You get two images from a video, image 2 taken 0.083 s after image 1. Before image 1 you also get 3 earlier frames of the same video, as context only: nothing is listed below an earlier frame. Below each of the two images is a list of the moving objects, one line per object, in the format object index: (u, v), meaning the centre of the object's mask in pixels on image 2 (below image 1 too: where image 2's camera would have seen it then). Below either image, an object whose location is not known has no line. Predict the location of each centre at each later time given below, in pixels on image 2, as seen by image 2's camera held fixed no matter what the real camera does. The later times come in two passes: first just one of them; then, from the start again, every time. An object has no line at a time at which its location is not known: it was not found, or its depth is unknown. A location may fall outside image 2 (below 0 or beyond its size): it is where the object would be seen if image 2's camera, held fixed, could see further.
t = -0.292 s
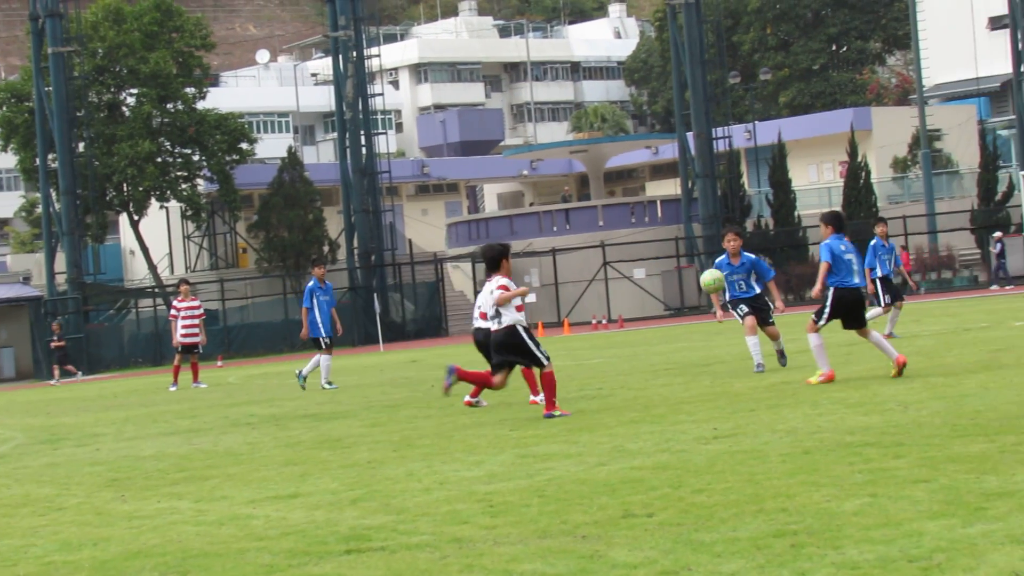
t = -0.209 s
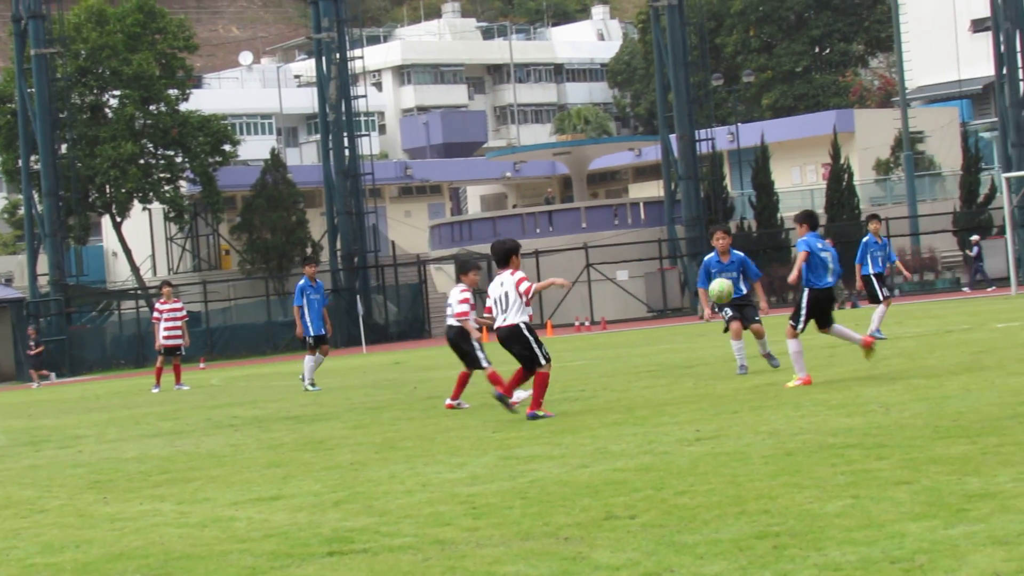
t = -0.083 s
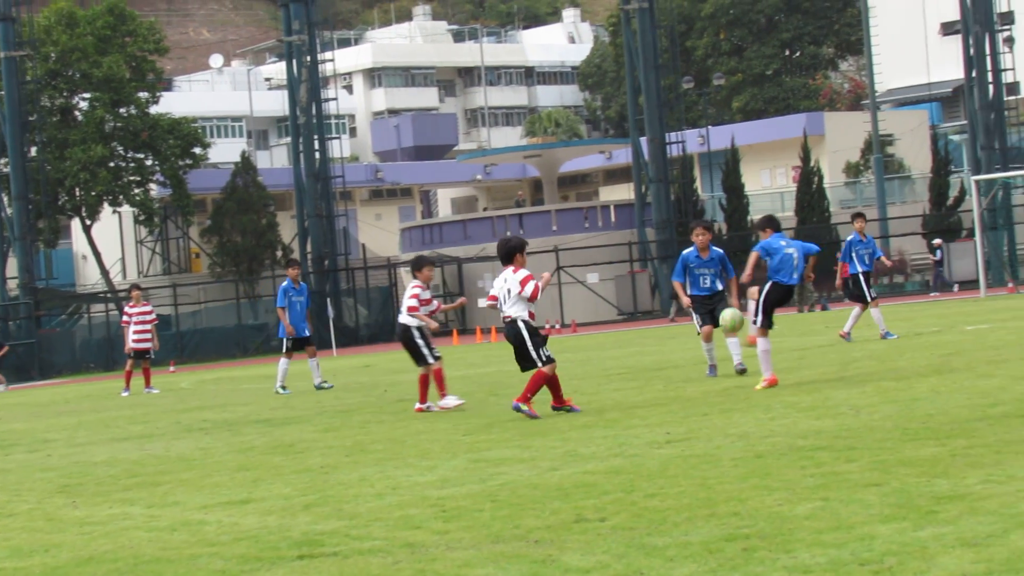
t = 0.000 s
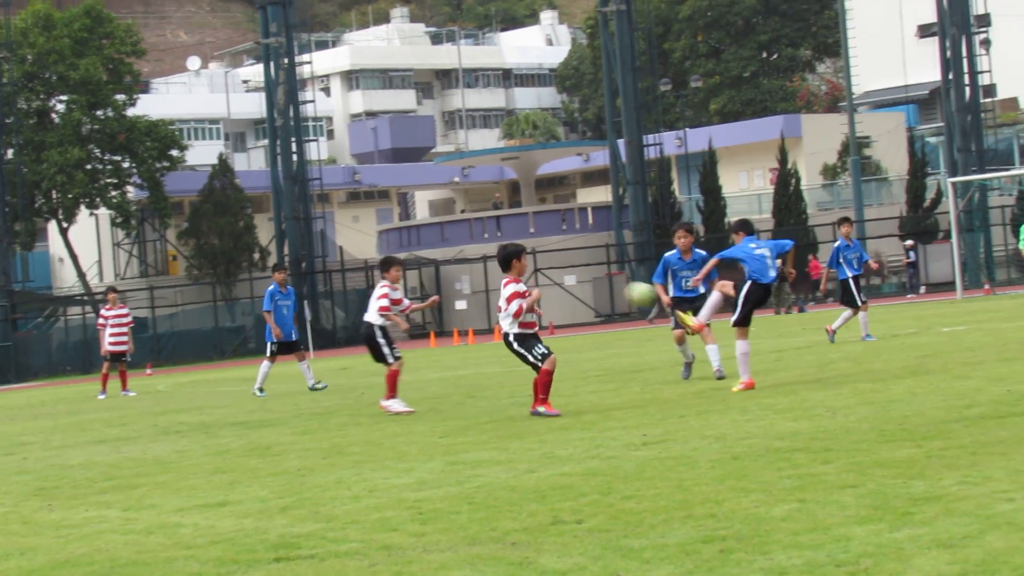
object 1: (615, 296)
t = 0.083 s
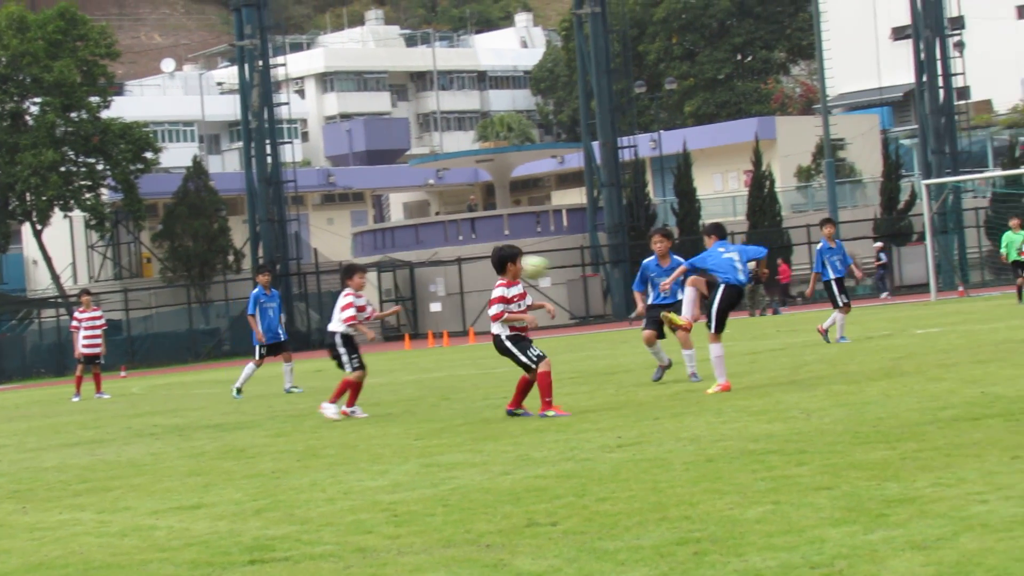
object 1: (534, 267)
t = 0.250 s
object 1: (374, 233)
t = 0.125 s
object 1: (490, 256)
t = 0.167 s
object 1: (452, 246)
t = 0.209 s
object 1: (413, 239)
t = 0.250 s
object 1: (374, 233)
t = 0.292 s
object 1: (335, 230)
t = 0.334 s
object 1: (297, 228)
